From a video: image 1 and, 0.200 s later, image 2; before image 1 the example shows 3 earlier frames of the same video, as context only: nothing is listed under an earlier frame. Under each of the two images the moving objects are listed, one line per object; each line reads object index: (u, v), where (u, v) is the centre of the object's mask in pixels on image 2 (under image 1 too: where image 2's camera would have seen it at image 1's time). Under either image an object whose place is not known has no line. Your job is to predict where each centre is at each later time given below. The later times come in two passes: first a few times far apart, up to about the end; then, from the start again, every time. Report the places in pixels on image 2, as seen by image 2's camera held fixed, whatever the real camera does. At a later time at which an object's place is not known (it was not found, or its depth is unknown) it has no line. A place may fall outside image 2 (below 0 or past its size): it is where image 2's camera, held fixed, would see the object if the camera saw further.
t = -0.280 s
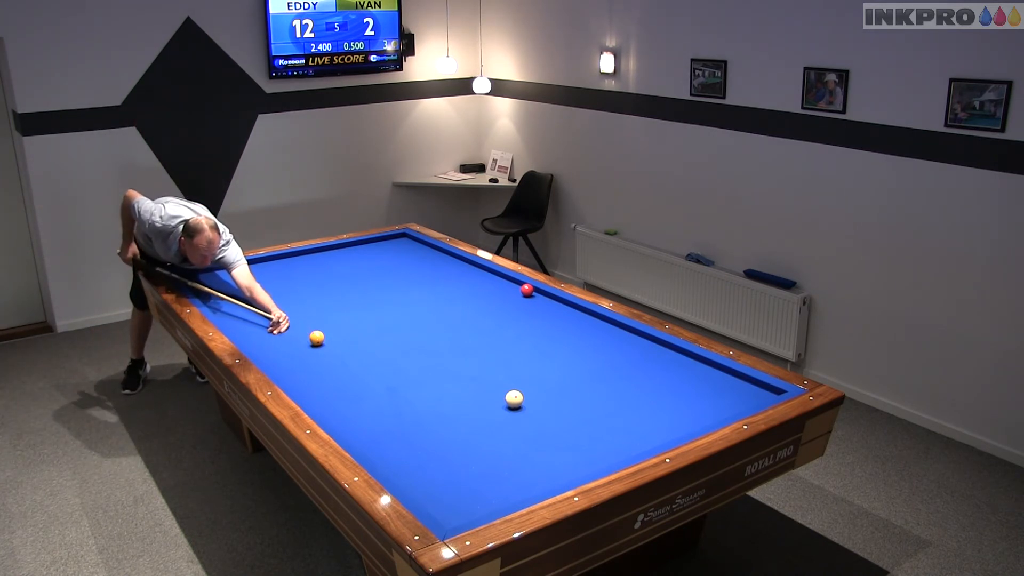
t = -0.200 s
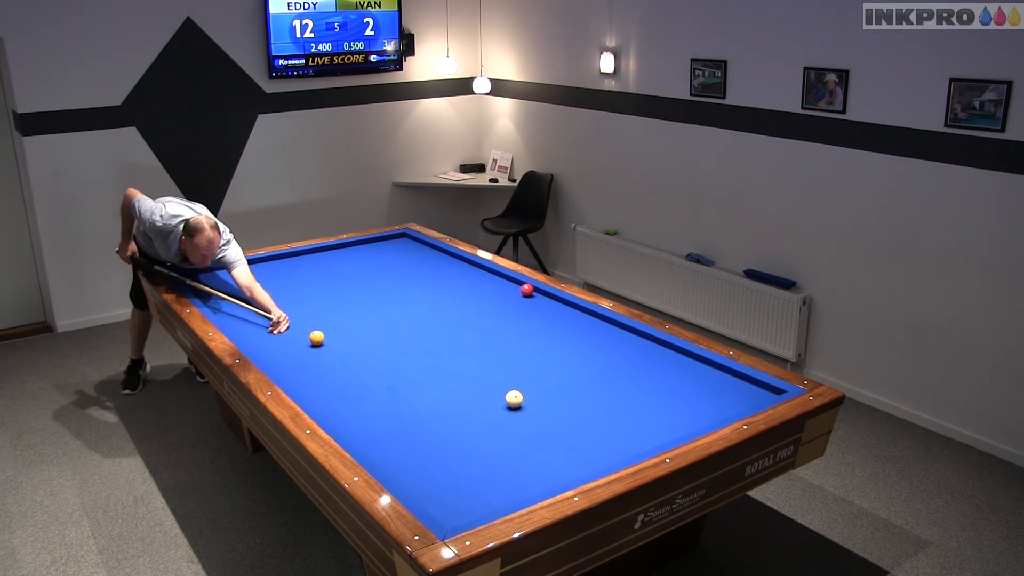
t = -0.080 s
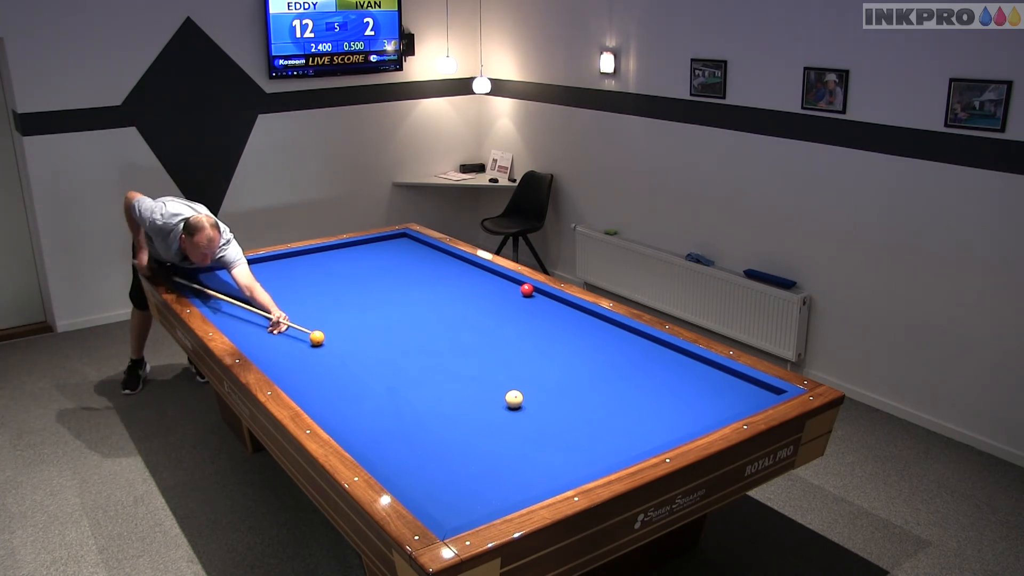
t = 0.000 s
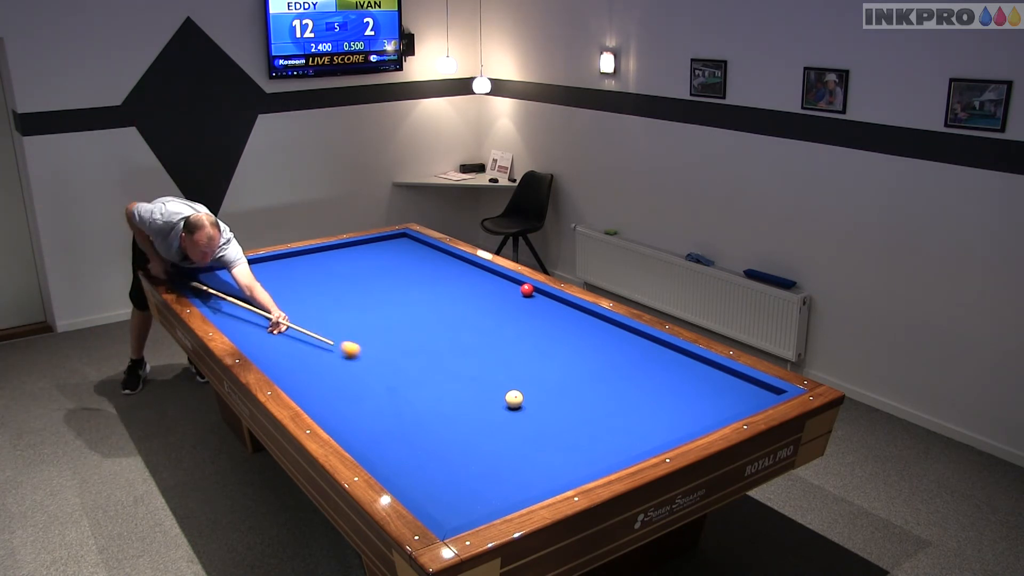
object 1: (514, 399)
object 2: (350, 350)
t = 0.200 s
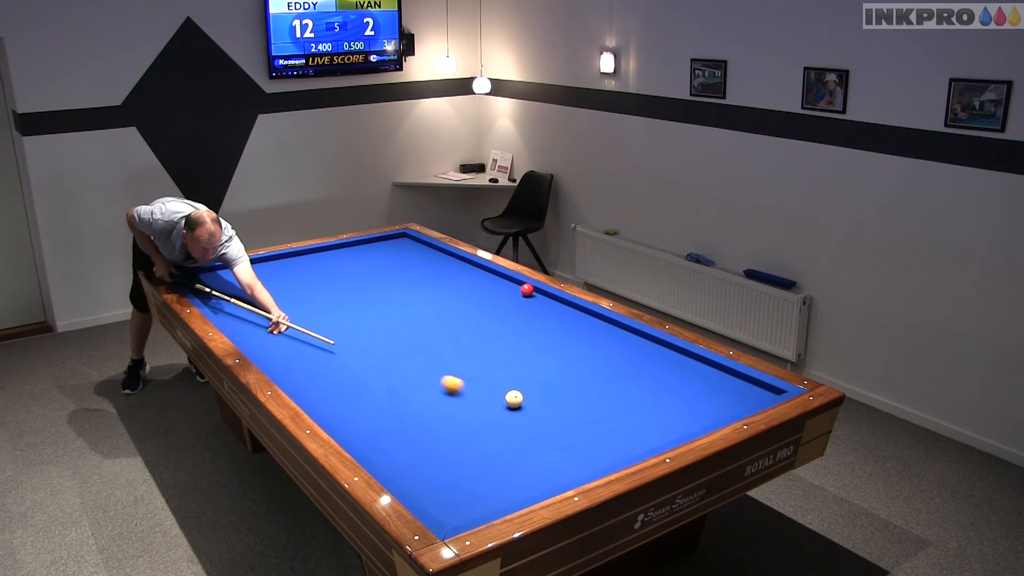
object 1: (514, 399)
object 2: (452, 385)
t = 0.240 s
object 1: (514, 399)
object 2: (475, 393)
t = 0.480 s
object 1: (614, 396)
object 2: (520, 451)
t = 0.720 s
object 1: (705, 392)
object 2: (498, 466)
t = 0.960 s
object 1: (767, 393)
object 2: (423, 438)
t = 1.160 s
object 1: (733, 399)
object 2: (372, 420)
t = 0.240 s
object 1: (514, 399)
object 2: (475, 393)
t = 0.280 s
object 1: (517, 399)
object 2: (496, 401)
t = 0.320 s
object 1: (538, 398)
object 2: (499, 410)
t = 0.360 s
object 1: (558, 398)
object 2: (503, 420)
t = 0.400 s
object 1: (577, 397)
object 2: (507, 430)
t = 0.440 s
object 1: (596, 397)
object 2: (513, 441)
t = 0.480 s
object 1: (614, 396)
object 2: (520, 451)
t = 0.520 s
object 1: (631, 395)
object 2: (528, 463)
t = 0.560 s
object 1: (647, 394)
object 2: (537, 475)
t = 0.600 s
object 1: (662, 394)
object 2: (544, 483)
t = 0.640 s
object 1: (677, 393)
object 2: (529, 479)
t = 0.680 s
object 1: (691, 393)
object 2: (513, 472)
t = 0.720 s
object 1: (705, 392)
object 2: (498, 466)
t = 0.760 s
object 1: (719, 392)
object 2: (483, 460)
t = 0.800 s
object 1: (733, 391)
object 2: (470, 455)
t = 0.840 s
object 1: (746, 390)
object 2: (457, 450)
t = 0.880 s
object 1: (760, 389)
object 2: (445, 446)
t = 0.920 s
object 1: (769, 390)
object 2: (433, 442)
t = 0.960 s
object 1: (767, 393)
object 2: (423, 438)
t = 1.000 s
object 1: (762, 395)
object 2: (412, 434)
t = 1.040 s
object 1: (754, 397)
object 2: (402, 431)
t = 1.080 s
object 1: (746, 398)
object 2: (391, 427)
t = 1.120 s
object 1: (739, 399)
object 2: (382, 424)
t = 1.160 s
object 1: (733, 399)
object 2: (372, 420)
